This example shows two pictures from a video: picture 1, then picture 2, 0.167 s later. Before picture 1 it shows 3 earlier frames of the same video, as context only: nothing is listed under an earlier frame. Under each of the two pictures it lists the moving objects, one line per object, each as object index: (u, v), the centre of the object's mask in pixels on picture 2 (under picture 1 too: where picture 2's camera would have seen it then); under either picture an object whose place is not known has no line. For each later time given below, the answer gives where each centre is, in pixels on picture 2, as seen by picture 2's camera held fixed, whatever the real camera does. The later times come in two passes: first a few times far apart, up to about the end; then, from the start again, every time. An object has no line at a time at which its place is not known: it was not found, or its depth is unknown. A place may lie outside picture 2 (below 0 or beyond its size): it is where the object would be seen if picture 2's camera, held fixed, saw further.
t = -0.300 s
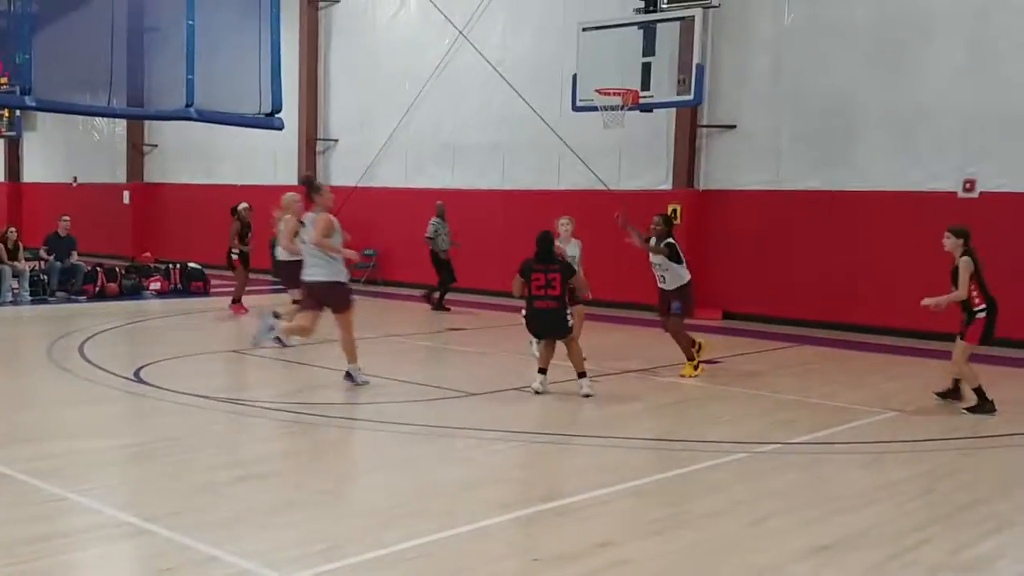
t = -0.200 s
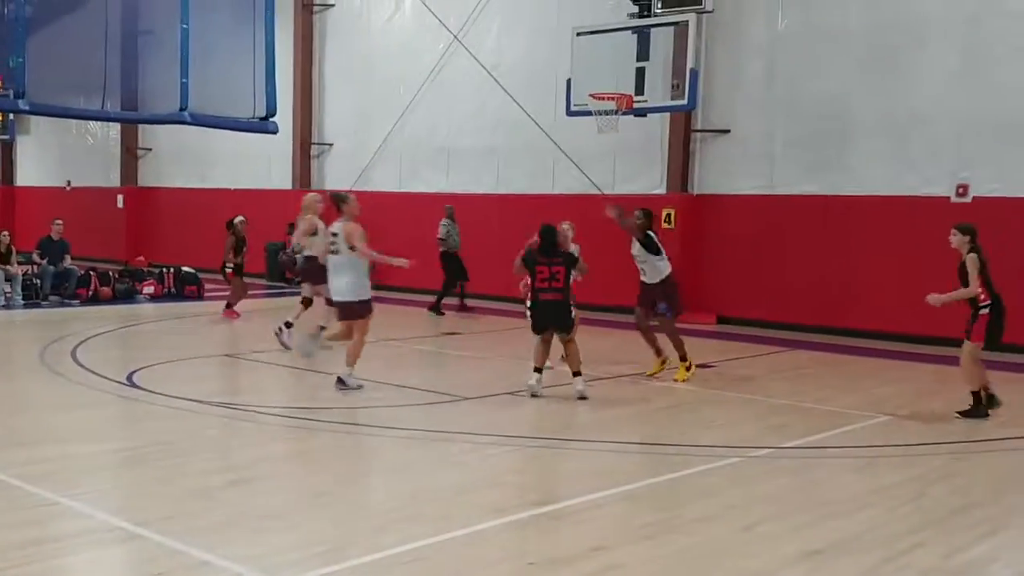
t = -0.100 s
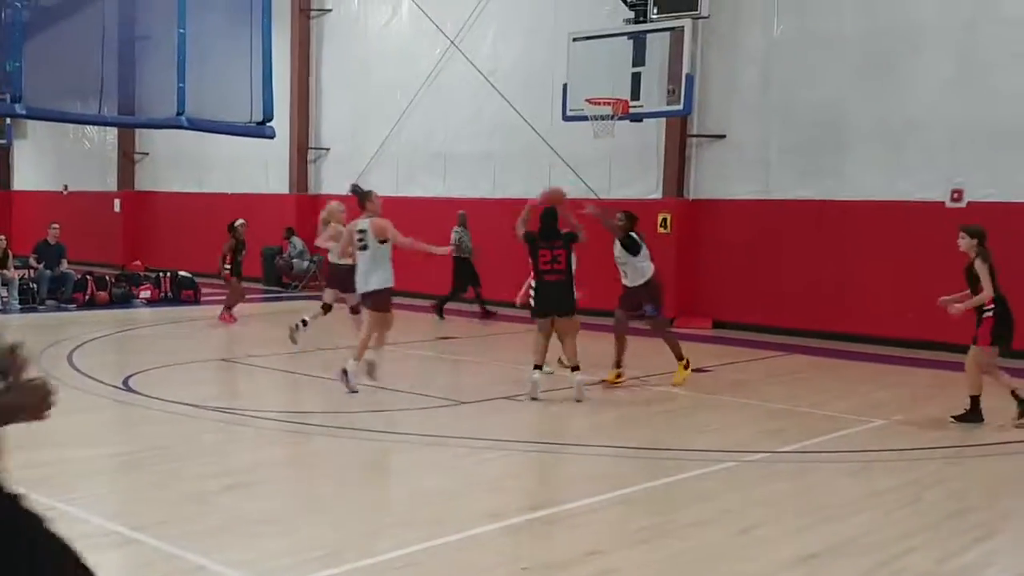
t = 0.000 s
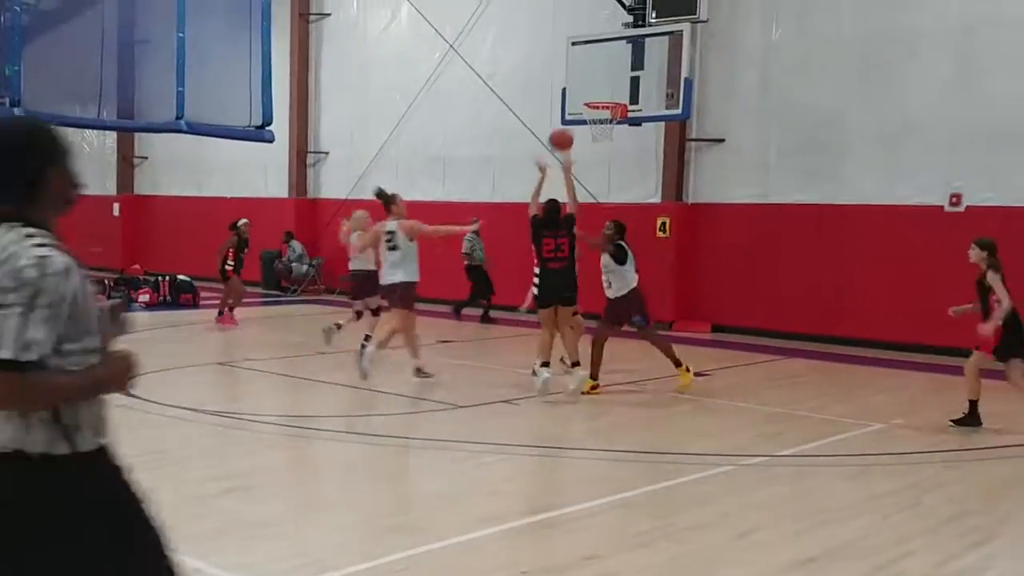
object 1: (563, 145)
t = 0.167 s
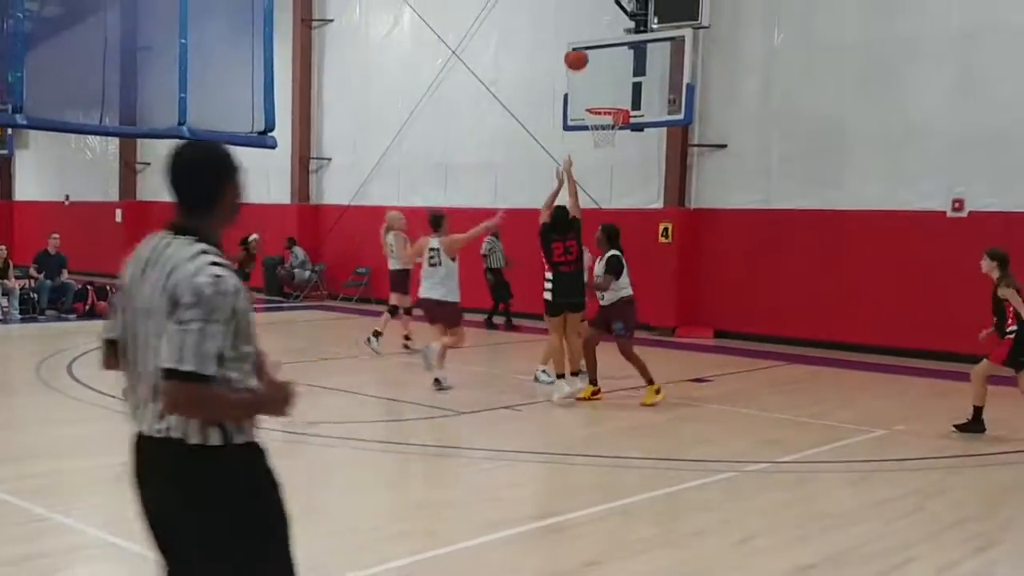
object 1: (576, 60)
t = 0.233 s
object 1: (580, 35)
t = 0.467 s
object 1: (595, -6)
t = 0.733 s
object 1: (607, 8)
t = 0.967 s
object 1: (614, 70)
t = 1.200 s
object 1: (594, 101)
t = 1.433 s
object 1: (565, 102)
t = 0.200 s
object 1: (578, 46)
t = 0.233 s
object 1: (580, 35)
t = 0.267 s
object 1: (583, 24)
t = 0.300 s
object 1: (585, 16)
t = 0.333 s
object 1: (587, 8)
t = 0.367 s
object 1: (590, 2)
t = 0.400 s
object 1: (591, -2)
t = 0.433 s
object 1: (593, -4)
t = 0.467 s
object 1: (595, -6)
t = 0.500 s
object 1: (596, -7)
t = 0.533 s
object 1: (599, -8)
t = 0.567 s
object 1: (600, -9)
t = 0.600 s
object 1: (602, -8)
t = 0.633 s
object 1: (603, -6)
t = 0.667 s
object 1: (604, -2)
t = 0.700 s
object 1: (606, 3)
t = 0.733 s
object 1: (607, 8)
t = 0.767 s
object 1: (608, 15)
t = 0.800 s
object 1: (610, 22)
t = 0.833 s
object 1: (611, 30)
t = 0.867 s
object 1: (612, 39)
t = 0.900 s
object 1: (613, 48)
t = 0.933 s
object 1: (614, 59)
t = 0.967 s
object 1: (614, 70)
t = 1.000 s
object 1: (615, 82)
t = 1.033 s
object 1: (616, 94)
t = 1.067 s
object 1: (615, 104)
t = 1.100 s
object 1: (609, 106)
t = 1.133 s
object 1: (602, 108)
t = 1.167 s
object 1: (598, 104)
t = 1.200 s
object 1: (594, 101)
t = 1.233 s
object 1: (591, 98)
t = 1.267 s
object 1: (586, 97)
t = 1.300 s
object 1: (582, 96)
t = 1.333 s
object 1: (578, 96)
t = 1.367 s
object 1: (575, 97)
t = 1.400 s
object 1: (570, 99)
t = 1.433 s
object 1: (565, 102)
